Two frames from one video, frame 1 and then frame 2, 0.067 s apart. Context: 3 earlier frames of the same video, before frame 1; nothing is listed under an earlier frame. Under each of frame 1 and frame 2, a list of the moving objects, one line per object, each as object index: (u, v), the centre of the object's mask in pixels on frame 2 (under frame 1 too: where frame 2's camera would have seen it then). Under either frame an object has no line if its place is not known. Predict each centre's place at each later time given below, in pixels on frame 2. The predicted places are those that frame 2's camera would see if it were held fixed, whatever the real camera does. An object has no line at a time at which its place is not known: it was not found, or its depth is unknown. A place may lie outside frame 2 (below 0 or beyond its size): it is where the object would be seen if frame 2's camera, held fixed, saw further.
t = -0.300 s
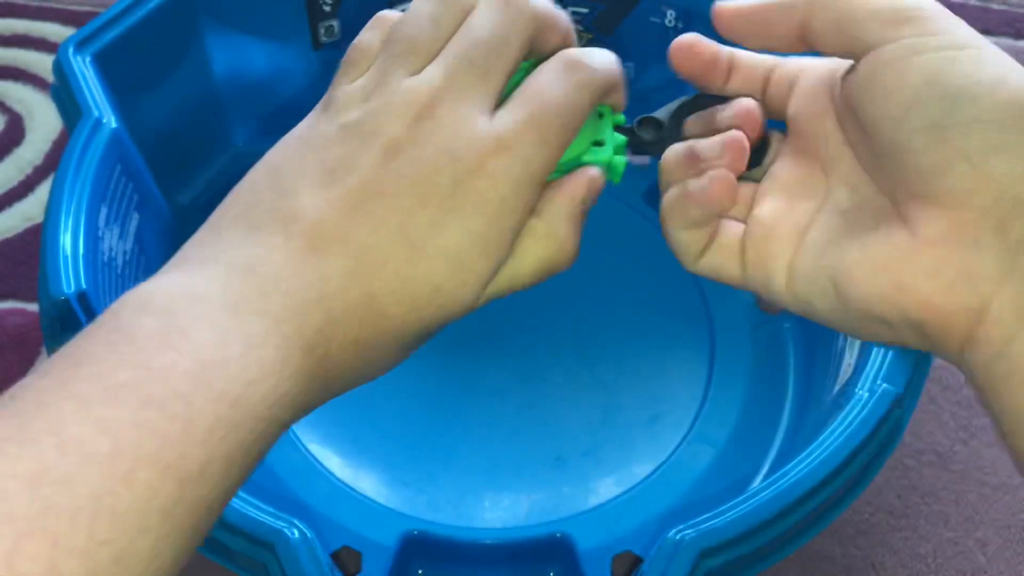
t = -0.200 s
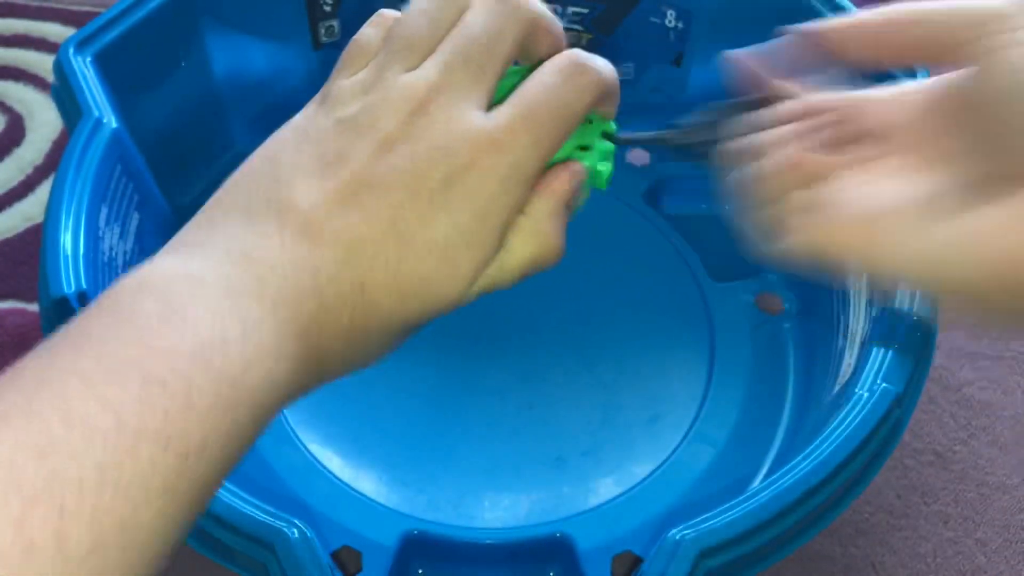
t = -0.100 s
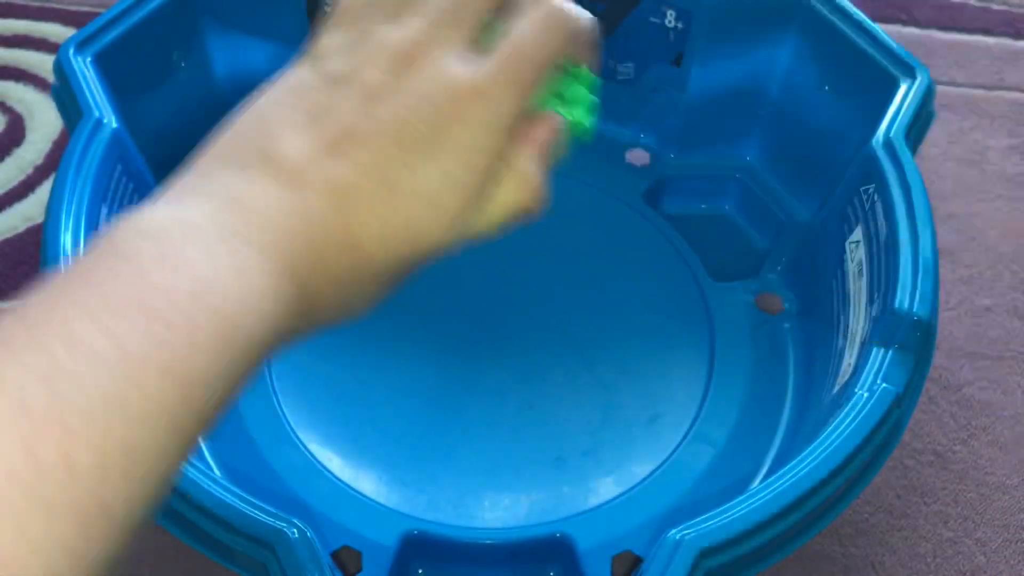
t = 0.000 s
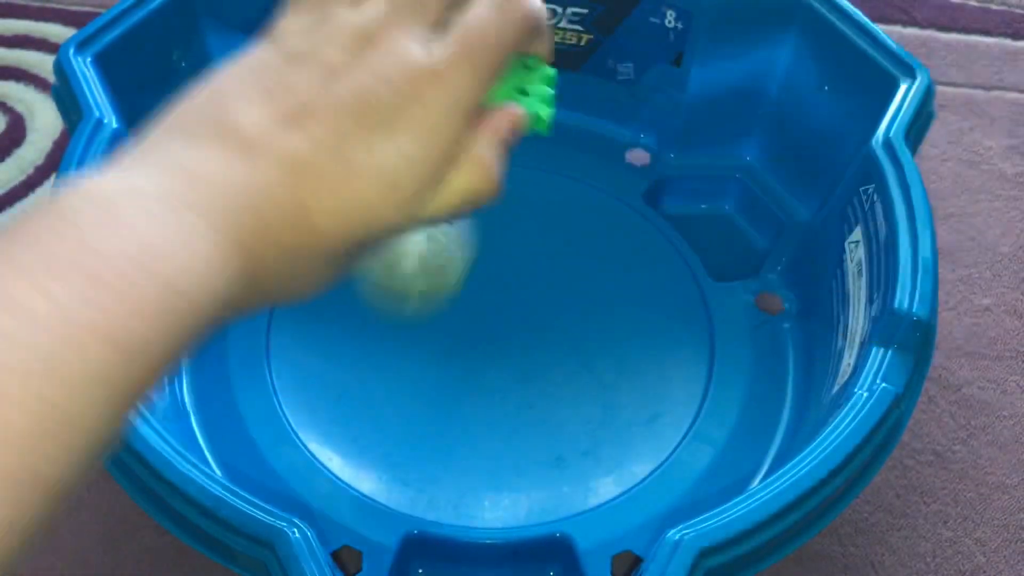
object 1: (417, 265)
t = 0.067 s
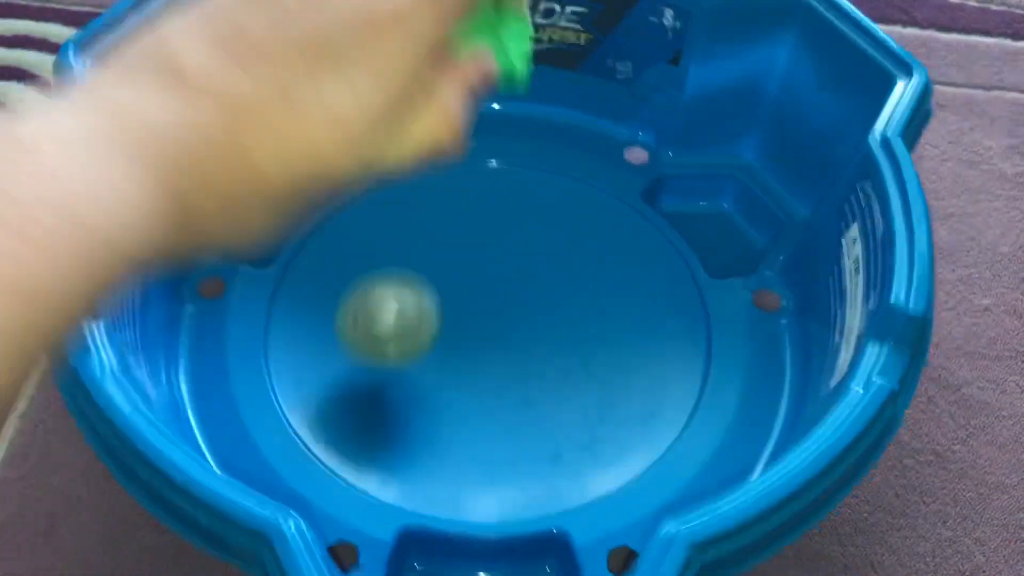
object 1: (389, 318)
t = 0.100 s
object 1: (395, 295)
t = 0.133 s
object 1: (403, 290)
